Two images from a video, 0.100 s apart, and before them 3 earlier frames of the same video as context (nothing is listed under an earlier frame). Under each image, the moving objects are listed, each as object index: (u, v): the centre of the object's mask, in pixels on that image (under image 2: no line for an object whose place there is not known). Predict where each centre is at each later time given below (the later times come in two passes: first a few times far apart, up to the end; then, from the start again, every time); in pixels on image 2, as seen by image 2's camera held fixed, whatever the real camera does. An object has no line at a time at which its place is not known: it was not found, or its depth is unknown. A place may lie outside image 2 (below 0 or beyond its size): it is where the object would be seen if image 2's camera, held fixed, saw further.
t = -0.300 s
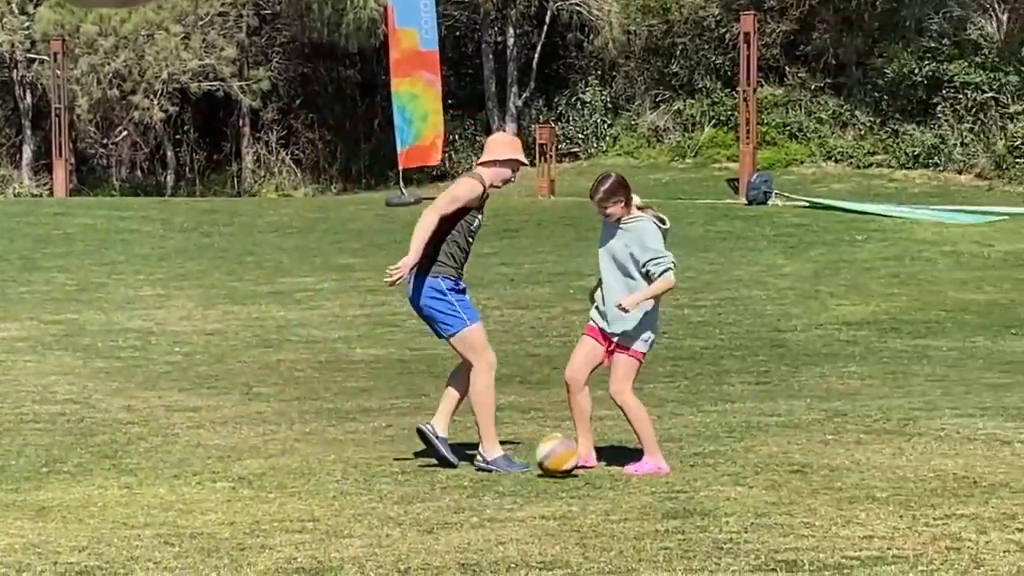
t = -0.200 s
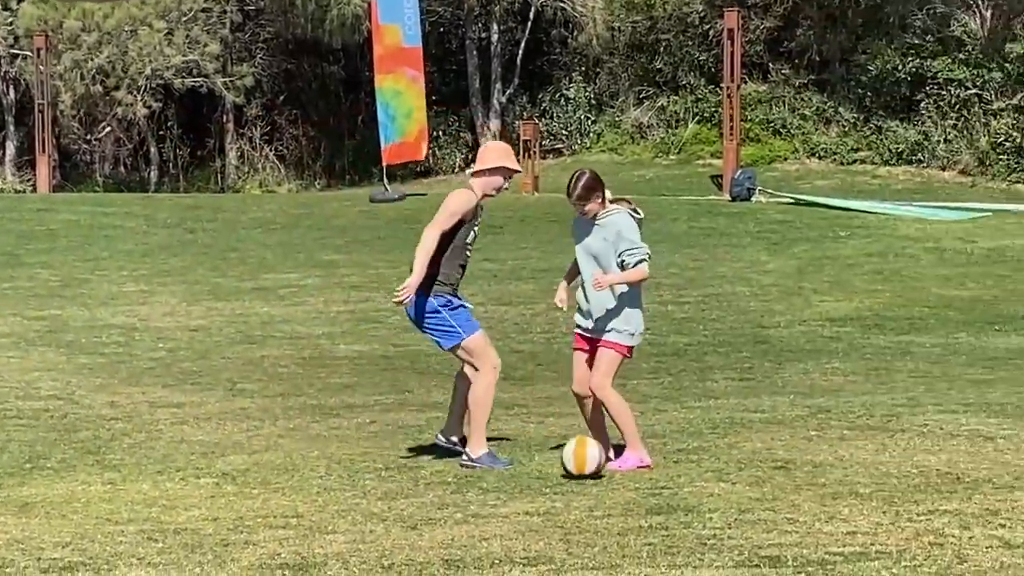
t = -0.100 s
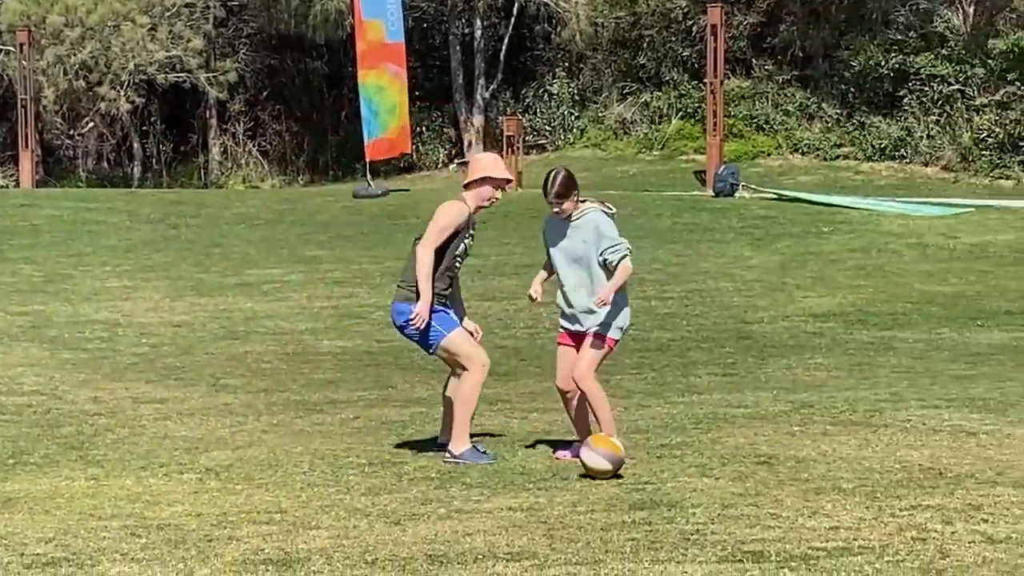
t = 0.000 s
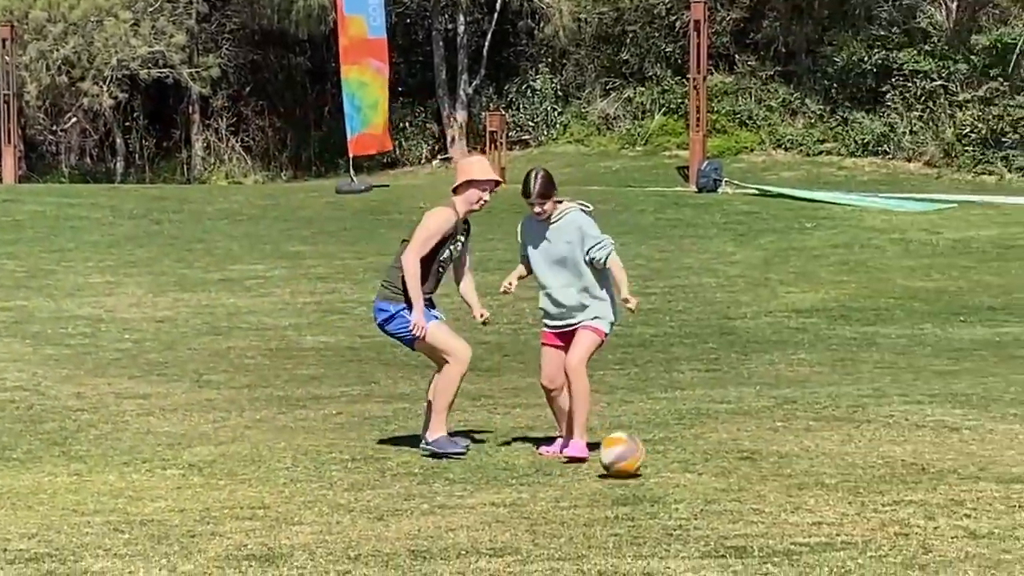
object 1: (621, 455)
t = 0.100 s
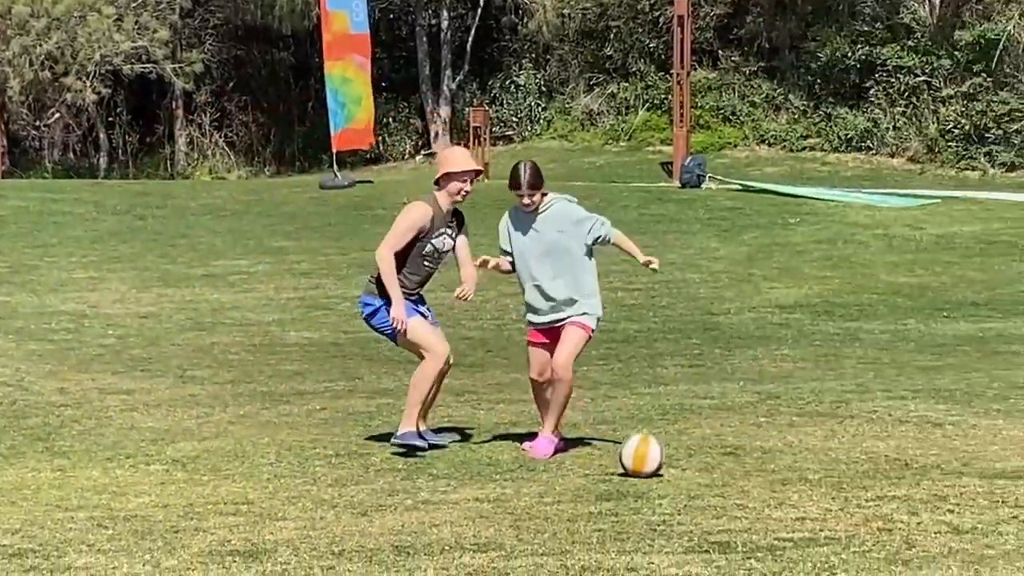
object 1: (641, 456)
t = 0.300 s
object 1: (717, 461)
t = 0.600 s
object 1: (834, 470)
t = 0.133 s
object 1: (654, 456)
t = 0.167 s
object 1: (667, 456)
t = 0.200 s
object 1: (679, 459)
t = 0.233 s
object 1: (692, 461)
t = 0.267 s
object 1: (704, 461)
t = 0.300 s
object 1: (717, 461)
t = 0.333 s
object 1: (730, 464)
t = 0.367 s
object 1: (742, 466)
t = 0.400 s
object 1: (755, 467)
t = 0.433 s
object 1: (768, 466)
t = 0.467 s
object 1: (782, 468)
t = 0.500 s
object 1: (794, 468)
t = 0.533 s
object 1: (807, 468)
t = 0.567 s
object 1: (820, 471)
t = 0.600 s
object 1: (834, 470)
